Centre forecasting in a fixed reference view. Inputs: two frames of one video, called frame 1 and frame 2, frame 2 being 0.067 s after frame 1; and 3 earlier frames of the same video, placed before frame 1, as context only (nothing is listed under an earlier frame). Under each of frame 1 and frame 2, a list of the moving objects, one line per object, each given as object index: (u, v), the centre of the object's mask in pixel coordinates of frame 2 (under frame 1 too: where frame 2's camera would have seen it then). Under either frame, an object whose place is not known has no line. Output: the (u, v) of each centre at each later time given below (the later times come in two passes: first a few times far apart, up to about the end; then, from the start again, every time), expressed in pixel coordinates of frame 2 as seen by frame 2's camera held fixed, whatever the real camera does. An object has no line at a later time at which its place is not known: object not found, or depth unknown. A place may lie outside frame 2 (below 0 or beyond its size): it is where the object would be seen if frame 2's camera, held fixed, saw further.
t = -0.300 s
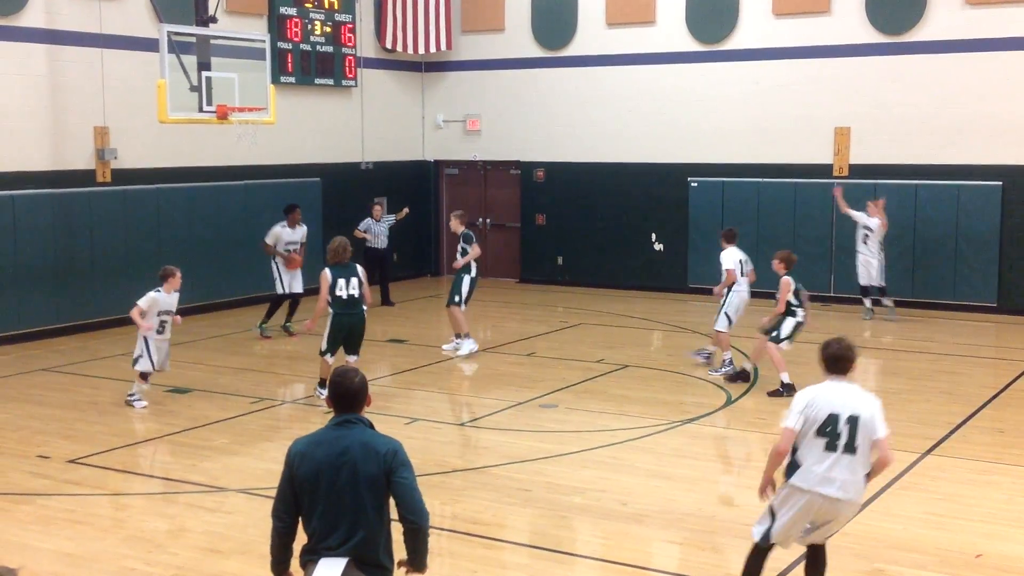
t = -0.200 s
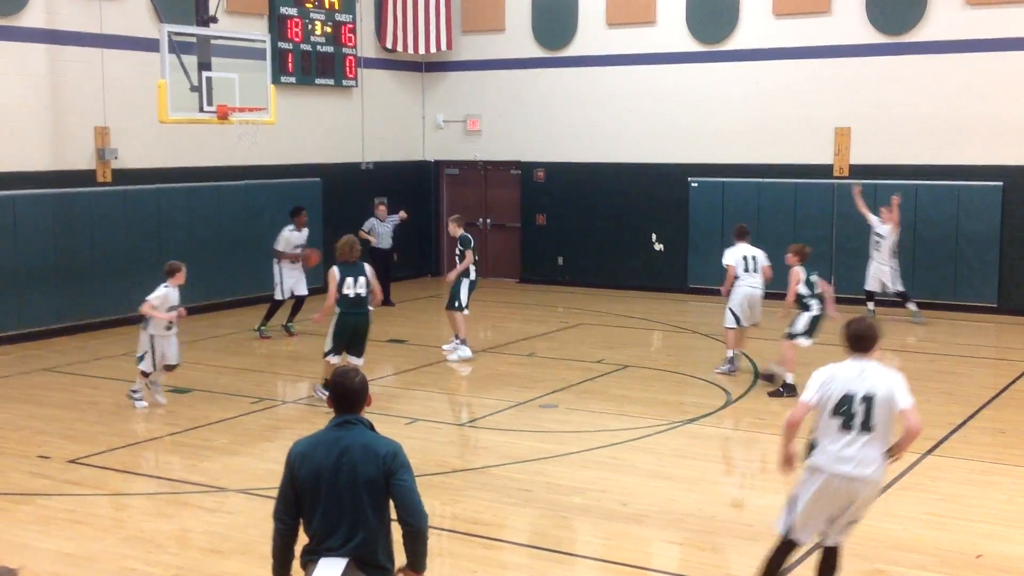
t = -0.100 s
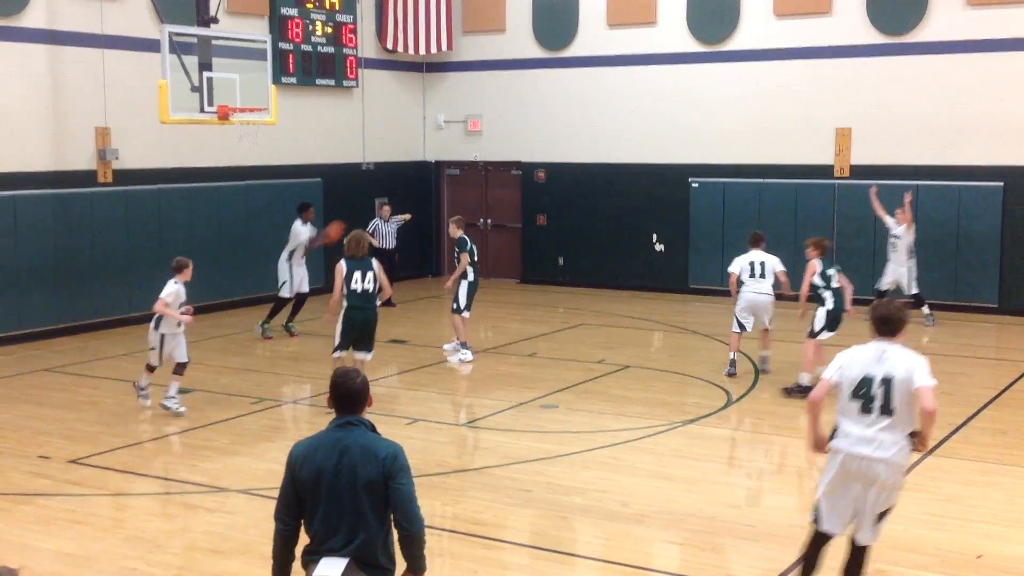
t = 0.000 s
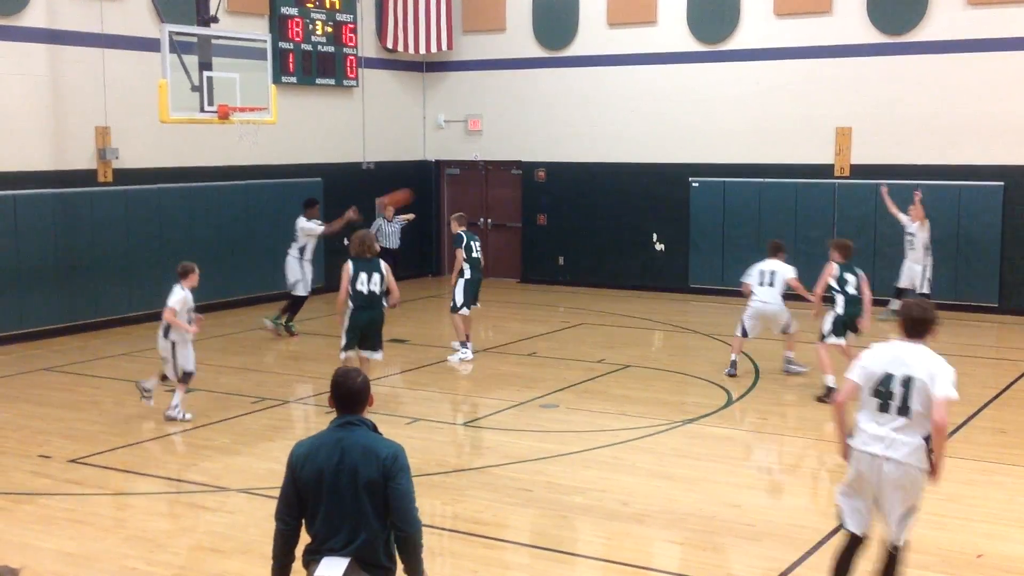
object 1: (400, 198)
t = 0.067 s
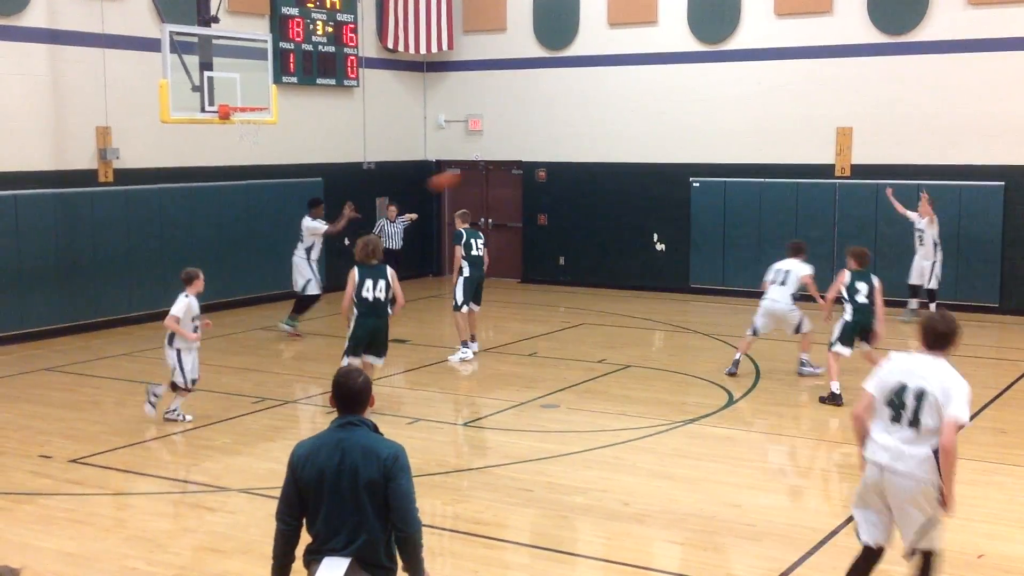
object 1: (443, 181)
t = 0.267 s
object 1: (591, 141)
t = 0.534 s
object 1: (783, 130)
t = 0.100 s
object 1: (469, 172)
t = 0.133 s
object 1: (492, 166)
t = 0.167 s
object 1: (518, 158)
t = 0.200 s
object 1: (542, 151)
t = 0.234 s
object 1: (566, 145)
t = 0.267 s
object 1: (591, 141)
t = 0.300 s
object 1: (614, 137)
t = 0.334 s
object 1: (639, 134)
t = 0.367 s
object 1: (663, 131)
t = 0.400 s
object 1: (687, 129)
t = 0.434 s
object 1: (711, 129)
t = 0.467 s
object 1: (735, 129)
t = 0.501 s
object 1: (759, 129)
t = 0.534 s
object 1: (783, 130)
